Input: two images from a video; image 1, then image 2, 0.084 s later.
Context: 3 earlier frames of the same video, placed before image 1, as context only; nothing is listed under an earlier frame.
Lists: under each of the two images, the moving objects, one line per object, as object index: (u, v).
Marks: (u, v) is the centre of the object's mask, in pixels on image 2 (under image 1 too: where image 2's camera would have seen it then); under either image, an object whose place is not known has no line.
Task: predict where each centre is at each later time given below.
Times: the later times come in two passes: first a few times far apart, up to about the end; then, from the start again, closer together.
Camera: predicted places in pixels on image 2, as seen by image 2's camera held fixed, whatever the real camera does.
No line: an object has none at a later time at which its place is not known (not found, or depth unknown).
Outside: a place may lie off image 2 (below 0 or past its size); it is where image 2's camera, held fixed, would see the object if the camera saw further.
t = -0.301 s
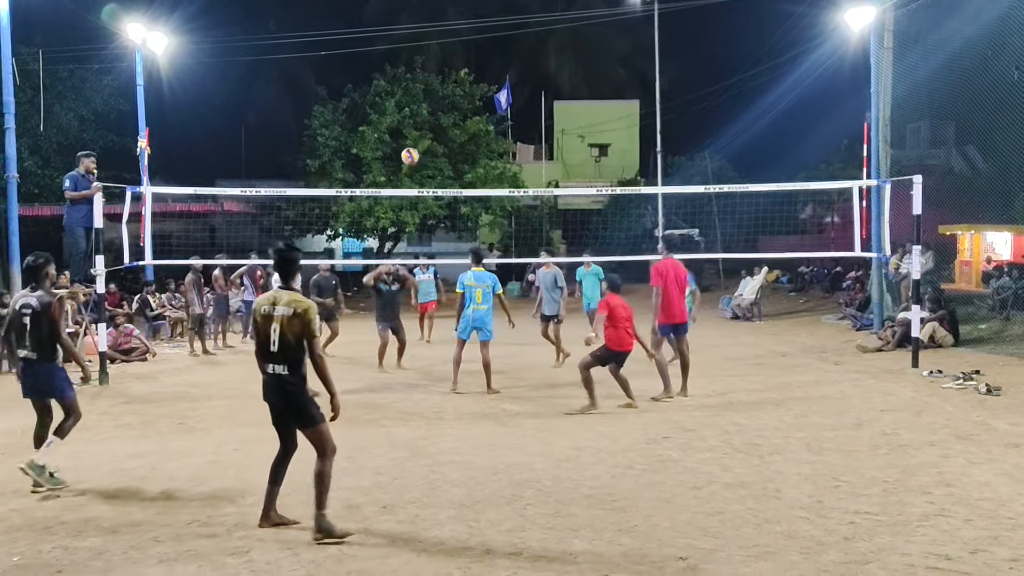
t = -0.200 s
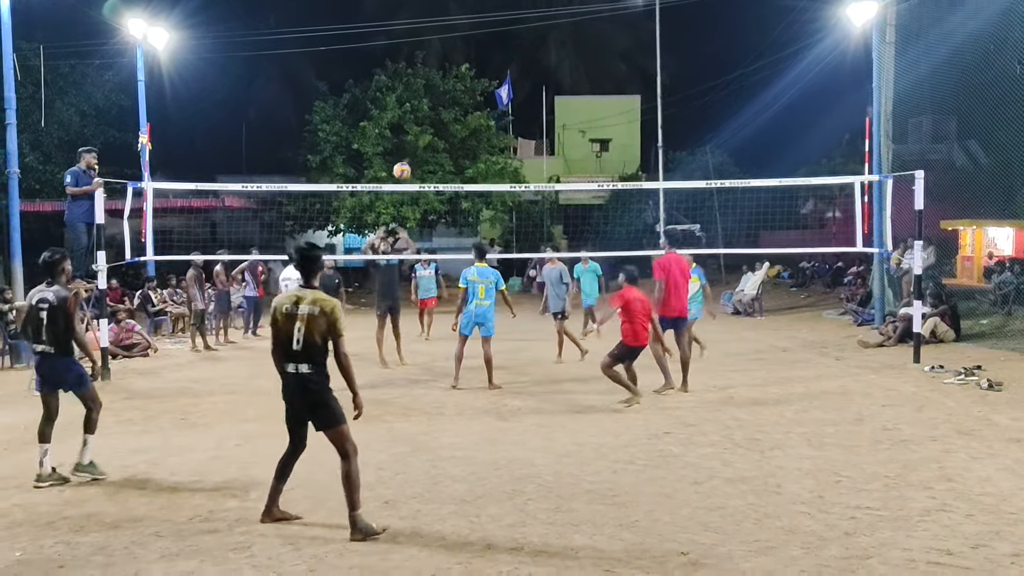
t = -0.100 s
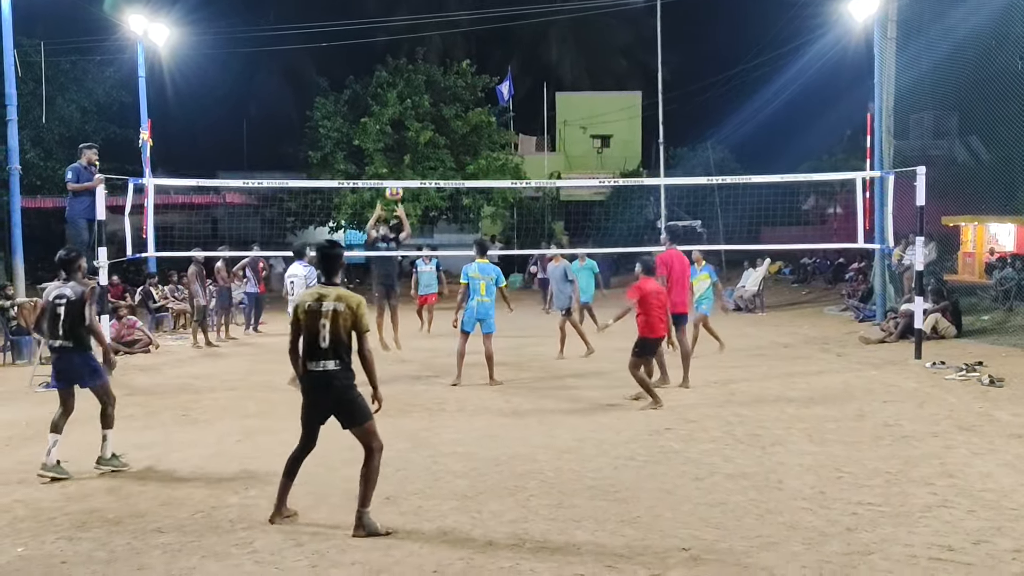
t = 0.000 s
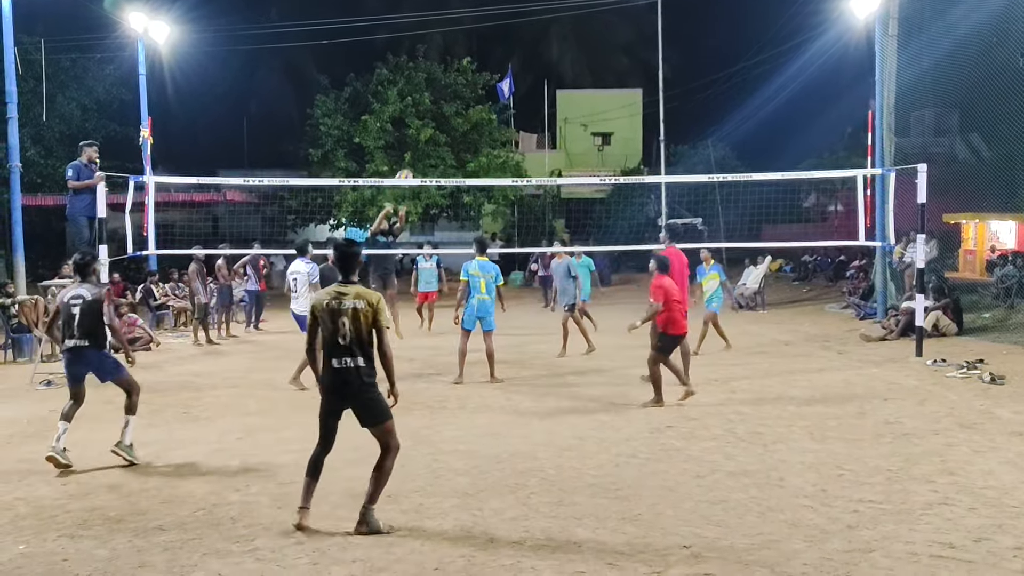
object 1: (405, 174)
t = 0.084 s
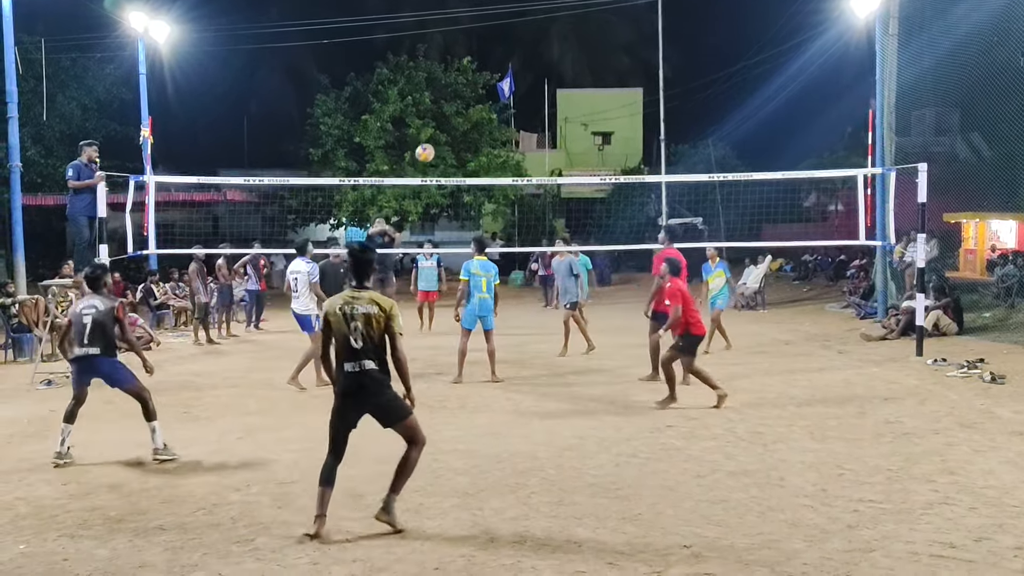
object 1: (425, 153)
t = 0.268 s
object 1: (479, 108)
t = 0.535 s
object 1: (591, 82)
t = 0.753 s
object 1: (725, 120)
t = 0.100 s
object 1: (429, 148)
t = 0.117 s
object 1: (434, 143)
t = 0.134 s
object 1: (438, 139)
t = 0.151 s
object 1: (443, 134)
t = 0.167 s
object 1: (448, 130)
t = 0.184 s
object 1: (453, 126)
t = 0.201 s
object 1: (457, 122)
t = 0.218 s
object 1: (463, 118)
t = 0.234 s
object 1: (468, 115)
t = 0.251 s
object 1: (473, 111)
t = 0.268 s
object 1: (479, 108)
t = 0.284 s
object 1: (484, 104)
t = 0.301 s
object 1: (490, 101)
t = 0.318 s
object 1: (497, 99)
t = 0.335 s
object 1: (502, 95)
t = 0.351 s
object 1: (509, 93)
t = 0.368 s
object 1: (515, 91)
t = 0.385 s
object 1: (522, 89)
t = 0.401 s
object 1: (529, 87)
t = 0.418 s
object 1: (536, 86)
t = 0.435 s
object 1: (543, 84)
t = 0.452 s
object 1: (551, 83)
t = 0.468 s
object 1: (558, 82)
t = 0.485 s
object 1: (566, 82)
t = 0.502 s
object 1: (574, 81)
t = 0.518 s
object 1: (582, 81)
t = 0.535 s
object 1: (591, 82)
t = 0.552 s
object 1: (599, 82)
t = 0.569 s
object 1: (608, 82)
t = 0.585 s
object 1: (617, 84)
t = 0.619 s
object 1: (636, 88)
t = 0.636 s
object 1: (646, 91)
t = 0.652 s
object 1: (656, 94)
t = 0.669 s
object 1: (667, 97)
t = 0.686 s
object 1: (678, 101)
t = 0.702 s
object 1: (689, 105)
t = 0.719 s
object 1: (700, 110)
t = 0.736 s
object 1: (712, 115)
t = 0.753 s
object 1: (725, 120)
